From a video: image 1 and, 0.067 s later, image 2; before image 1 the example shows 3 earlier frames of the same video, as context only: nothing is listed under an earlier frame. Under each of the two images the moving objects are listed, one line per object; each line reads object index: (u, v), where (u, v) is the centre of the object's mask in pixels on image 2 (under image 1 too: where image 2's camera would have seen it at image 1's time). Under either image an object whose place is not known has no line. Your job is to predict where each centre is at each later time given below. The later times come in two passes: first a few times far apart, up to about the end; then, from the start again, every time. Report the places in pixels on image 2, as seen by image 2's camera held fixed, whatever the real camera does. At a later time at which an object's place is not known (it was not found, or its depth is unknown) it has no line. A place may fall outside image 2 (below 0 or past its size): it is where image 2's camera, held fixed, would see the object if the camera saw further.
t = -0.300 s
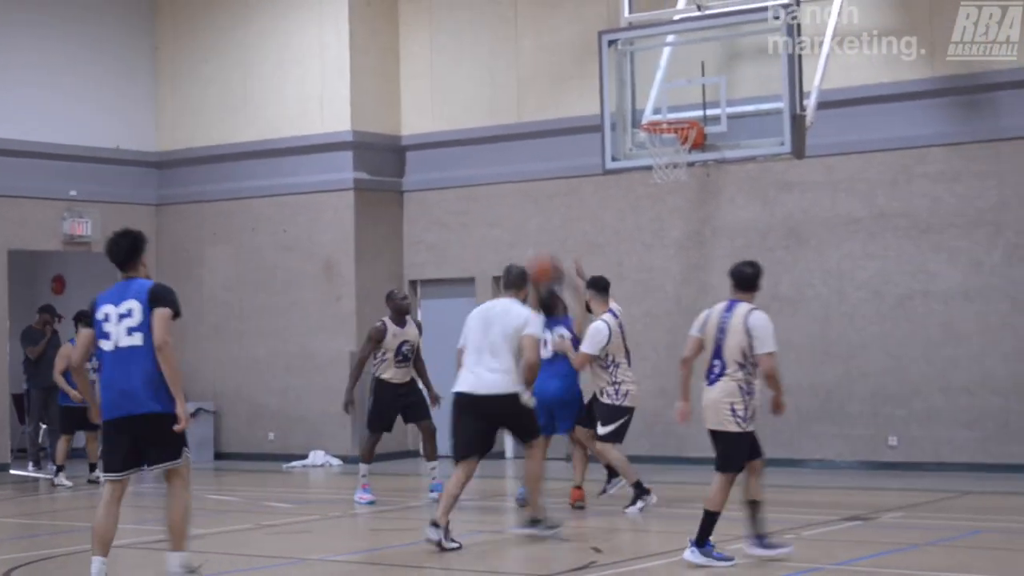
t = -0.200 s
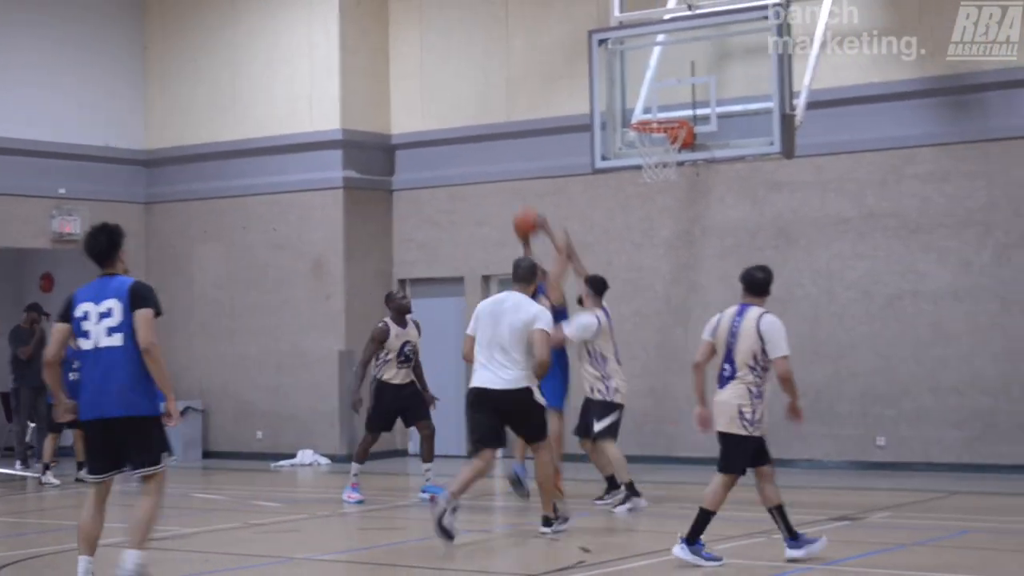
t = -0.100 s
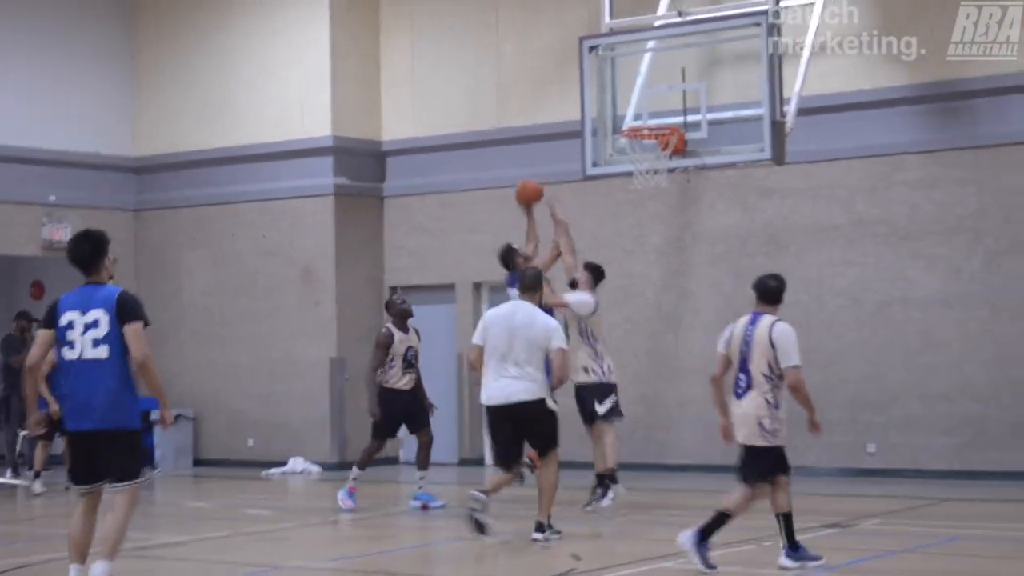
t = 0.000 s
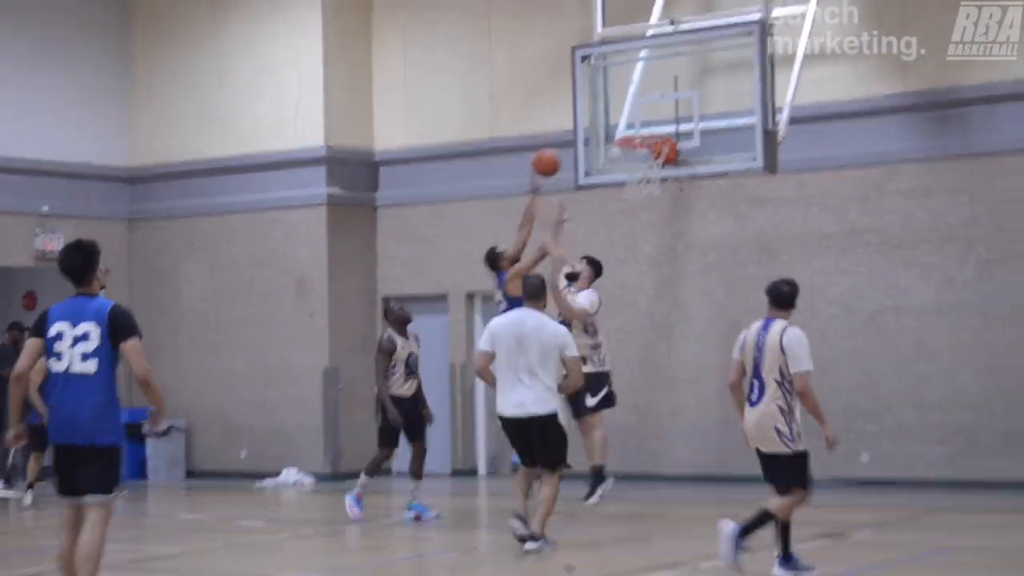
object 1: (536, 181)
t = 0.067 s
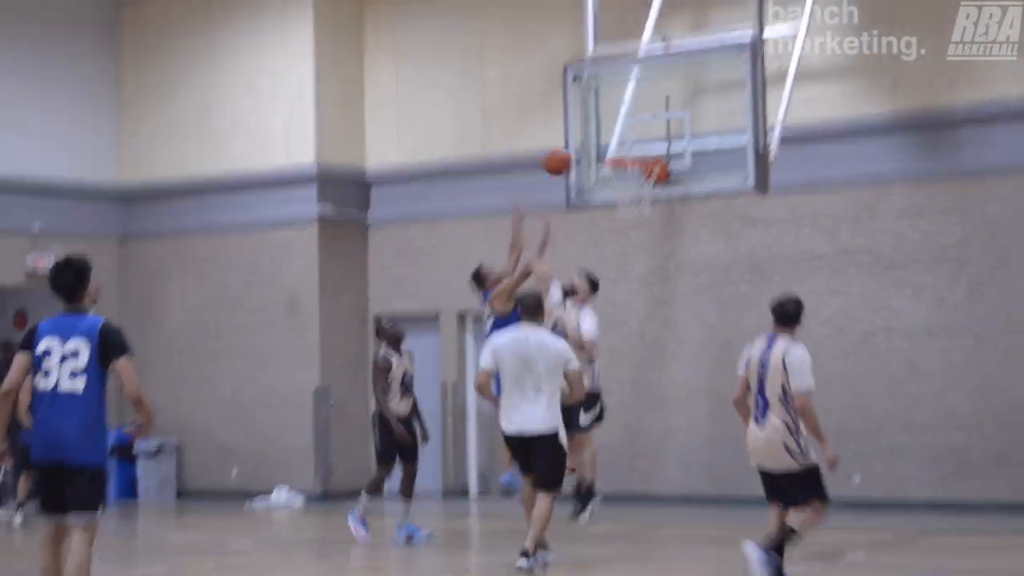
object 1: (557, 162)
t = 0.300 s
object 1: (610, 130)
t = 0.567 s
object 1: (622, 143)
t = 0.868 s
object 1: (641, 174)
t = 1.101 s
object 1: (641, 220)
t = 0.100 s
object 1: (567, 153)
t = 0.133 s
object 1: (578, 146)
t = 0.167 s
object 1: (587, 140)
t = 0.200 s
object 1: (596, 135)
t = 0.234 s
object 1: (606, 132)
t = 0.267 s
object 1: (610, 130)
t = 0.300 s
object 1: (610, 130)
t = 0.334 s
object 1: (610, 131)
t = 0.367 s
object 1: (611, 131)
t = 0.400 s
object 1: (611, 136)
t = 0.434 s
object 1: (612, 141)
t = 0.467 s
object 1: (612, 144)
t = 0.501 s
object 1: (615, 143)
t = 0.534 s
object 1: (619, 143)
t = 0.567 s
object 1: (622, 143)
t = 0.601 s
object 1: (626, 144)
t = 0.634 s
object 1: (629, 145)
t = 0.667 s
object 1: (632, 147)
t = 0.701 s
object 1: (634, 148)
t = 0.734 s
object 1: (635, 148)
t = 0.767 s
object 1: (637, 151)
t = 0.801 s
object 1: (636, 162)
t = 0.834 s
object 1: (634, 171)
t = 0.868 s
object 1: (641, 174)
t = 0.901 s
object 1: (637, 184)
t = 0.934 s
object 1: (643, 188)
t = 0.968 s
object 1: (642, 193)
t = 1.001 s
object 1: (643, 195)
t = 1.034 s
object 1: (641, 203)
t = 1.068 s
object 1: (642, 207)
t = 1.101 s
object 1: (641, 220)
